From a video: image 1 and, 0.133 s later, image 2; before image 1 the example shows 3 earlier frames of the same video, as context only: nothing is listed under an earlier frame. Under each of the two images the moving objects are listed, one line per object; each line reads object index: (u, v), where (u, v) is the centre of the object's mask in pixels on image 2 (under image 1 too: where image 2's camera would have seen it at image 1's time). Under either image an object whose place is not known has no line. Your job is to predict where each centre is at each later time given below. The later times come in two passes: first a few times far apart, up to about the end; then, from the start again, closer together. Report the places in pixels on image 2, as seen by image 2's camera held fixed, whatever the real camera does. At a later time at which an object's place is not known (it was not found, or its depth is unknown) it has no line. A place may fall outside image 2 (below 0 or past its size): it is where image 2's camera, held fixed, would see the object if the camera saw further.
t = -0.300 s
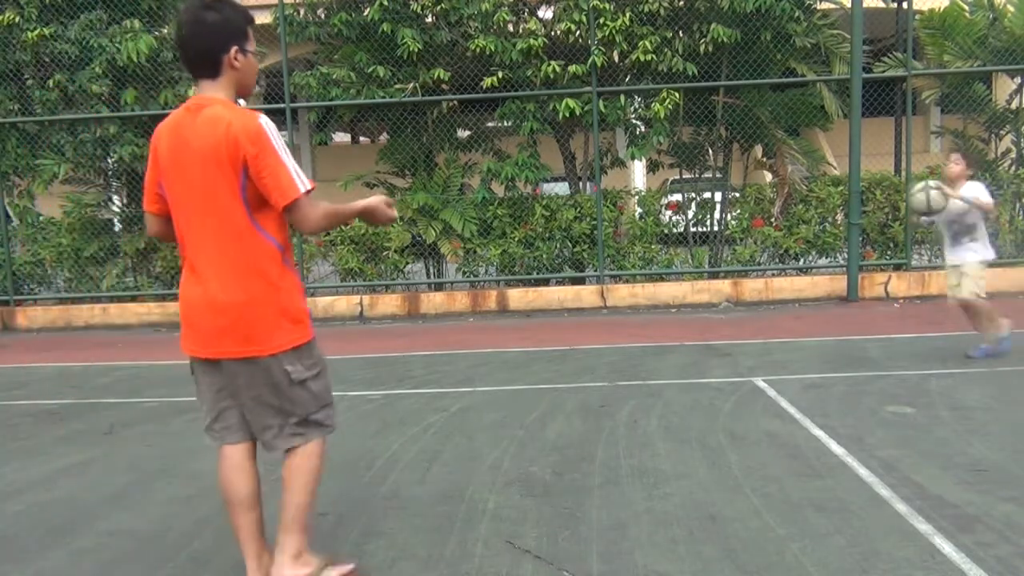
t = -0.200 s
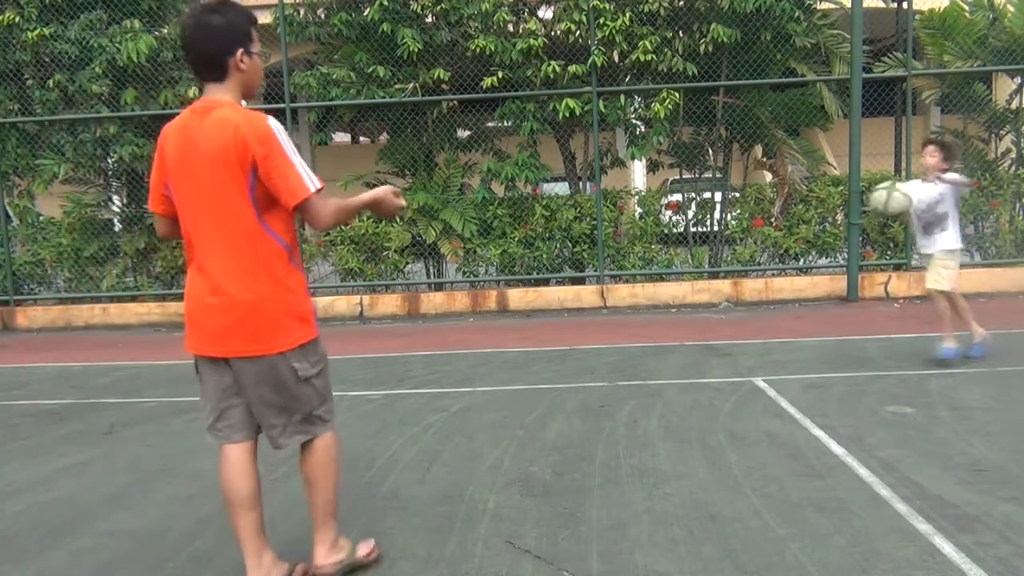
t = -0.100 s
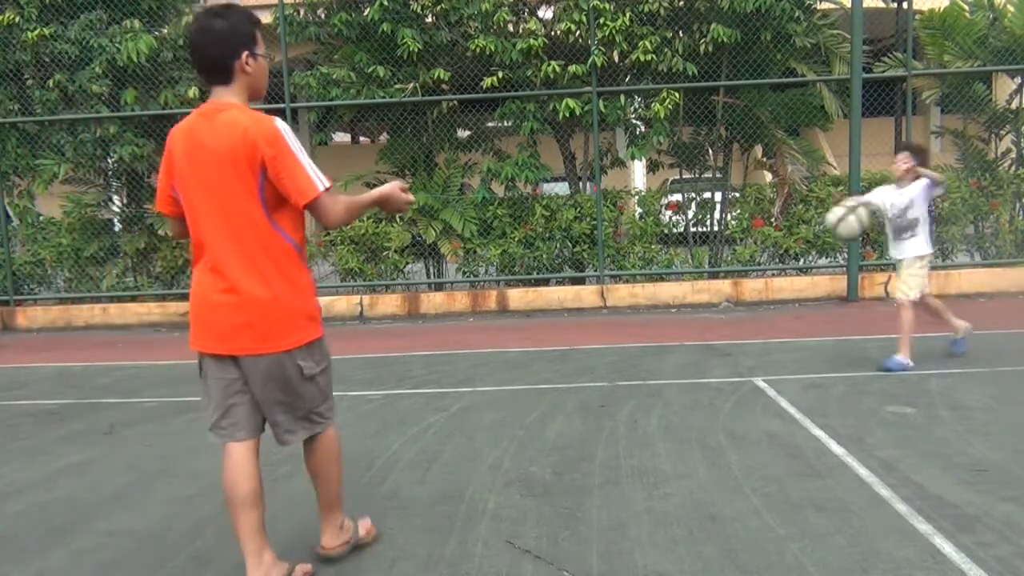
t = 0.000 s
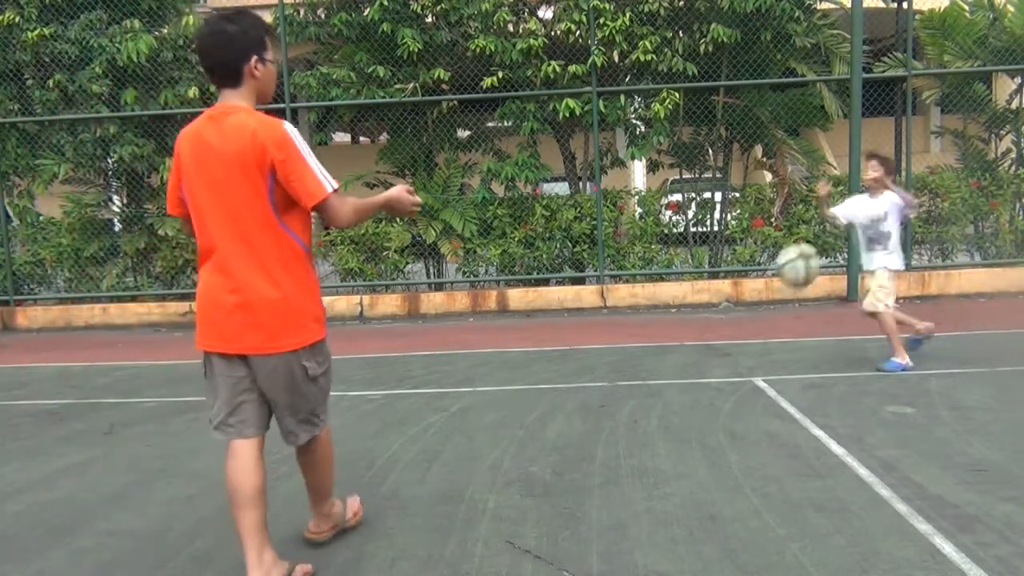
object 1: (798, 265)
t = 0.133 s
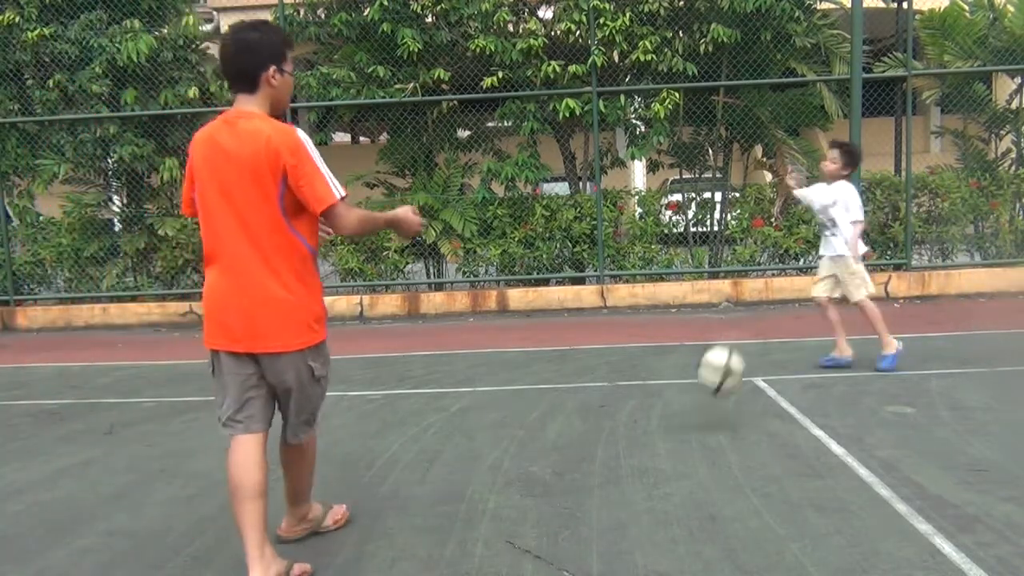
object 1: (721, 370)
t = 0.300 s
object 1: (654, 346)
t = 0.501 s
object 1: (581, 290)
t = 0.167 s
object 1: (702, 400)
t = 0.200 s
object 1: (688, 403)
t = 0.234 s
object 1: (675, 381)
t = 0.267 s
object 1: (664, 359)
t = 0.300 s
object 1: (654, 346)
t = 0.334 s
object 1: (641, 330)
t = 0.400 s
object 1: (620, 308)
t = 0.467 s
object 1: (592, 294)
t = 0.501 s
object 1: (581, 290)
